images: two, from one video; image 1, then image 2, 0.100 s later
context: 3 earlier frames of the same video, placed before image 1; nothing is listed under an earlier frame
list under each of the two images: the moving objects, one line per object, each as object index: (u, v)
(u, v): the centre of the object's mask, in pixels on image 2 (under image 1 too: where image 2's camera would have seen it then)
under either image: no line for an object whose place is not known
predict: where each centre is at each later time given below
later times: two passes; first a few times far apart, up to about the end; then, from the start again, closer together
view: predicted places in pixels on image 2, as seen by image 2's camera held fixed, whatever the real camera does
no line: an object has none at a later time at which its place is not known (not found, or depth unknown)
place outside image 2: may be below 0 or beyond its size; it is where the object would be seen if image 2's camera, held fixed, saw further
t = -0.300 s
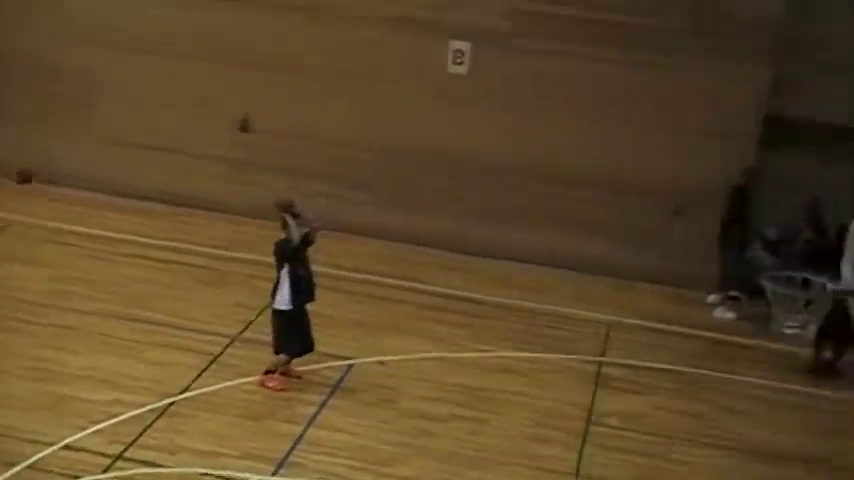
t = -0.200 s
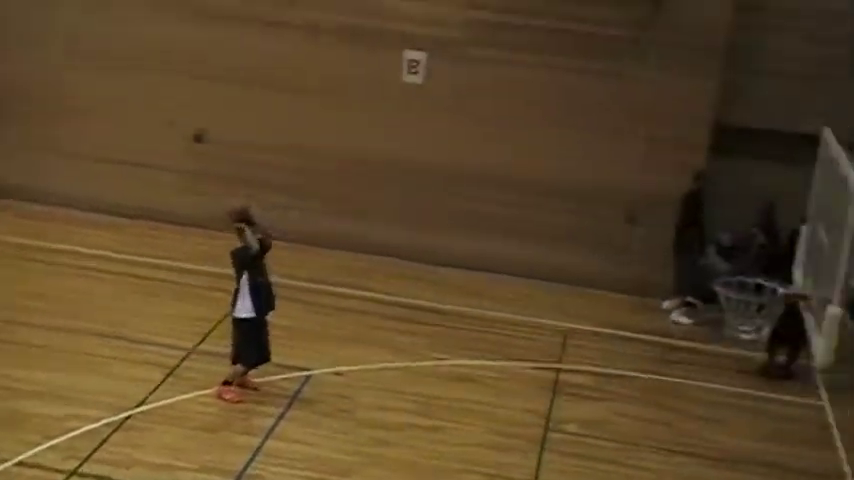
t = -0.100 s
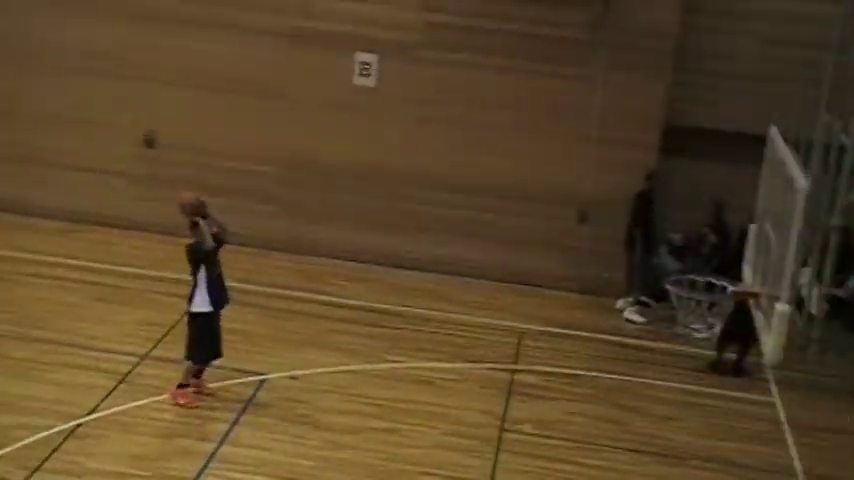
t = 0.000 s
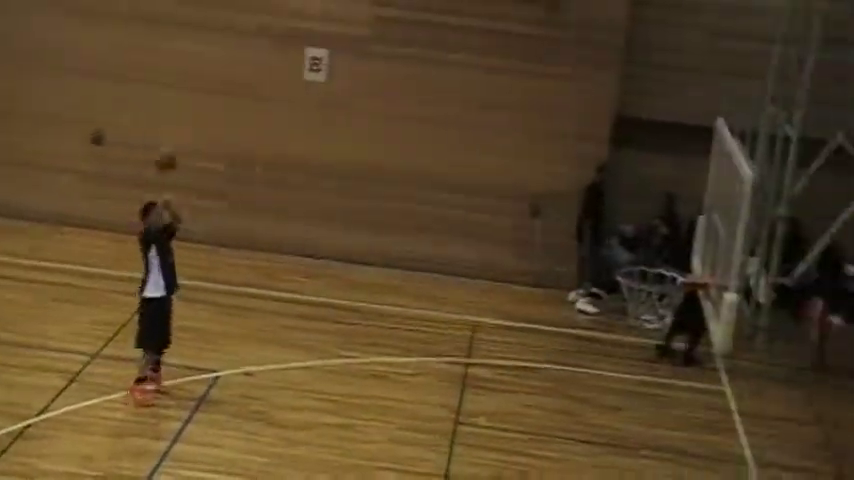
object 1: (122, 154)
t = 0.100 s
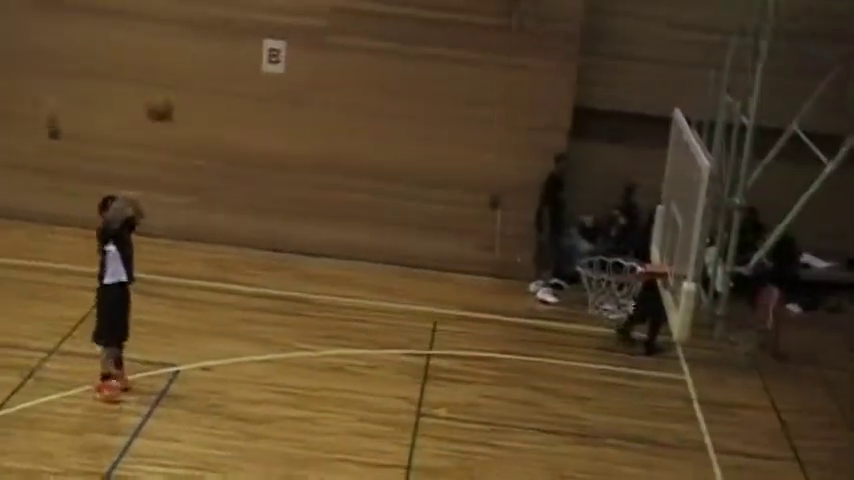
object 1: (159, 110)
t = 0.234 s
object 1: (213, 66)
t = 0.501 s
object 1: (327, 28)
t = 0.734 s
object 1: (437, 63)
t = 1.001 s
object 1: (561, 206)
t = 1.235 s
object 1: (629, 228)
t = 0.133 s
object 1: (172, 98)
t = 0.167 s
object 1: (186, 87)
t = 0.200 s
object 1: (199, 76)
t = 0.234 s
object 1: (213, 66)
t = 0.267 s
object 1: (227, 57)
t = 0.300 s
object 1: (241, 49)
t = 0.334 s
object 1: (255, 42)
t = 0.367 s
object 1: (269, 36)
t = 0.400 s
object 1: (284, 32)
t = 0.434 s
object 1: (299, 27)
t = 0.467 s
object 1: (313, 25)
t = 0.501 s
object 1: (327, 28)
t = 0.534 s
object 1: (343, 27)
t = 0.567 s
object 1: (359, 27)
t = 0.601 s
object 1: (374, 30)
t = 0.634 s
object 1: (389, 38)
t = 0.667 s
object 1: (405, 43)
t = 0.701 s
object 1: (419, 52)
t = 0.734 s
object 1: (437, 63)
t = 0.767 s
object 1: (451, 75)
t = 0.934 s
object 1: (532, 158)
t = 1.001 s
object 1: (561, 206)
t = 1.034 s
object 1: (580, 232)
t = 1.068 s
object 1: (590, 244)
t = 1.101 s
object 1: (605, 252)
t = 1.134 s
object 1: (618, 257)
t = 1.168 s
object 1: (621, 252)
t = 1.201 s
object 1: (625, 236)
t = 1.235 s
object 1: (629, 228)
